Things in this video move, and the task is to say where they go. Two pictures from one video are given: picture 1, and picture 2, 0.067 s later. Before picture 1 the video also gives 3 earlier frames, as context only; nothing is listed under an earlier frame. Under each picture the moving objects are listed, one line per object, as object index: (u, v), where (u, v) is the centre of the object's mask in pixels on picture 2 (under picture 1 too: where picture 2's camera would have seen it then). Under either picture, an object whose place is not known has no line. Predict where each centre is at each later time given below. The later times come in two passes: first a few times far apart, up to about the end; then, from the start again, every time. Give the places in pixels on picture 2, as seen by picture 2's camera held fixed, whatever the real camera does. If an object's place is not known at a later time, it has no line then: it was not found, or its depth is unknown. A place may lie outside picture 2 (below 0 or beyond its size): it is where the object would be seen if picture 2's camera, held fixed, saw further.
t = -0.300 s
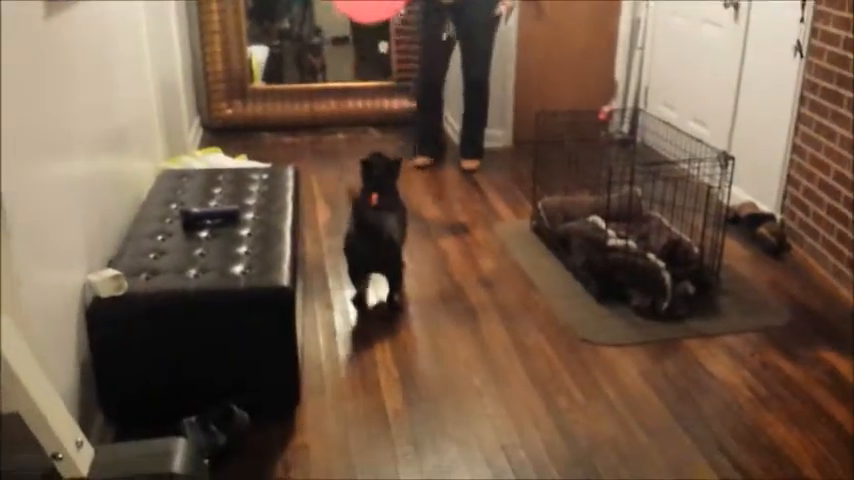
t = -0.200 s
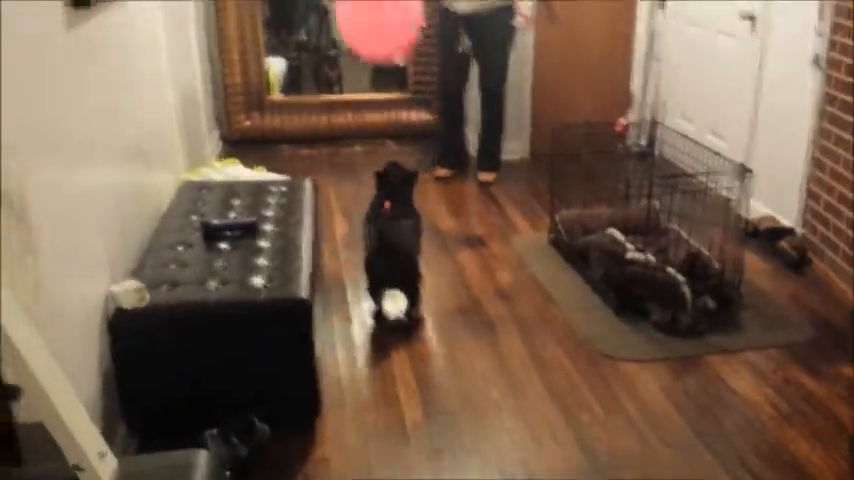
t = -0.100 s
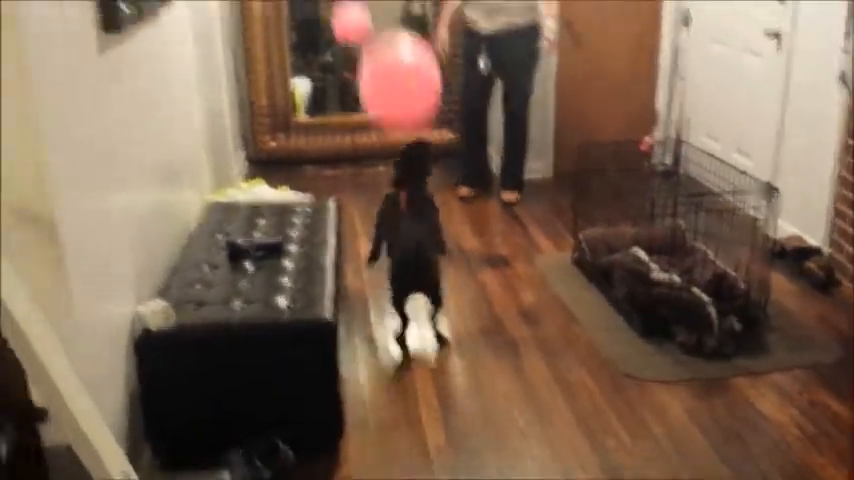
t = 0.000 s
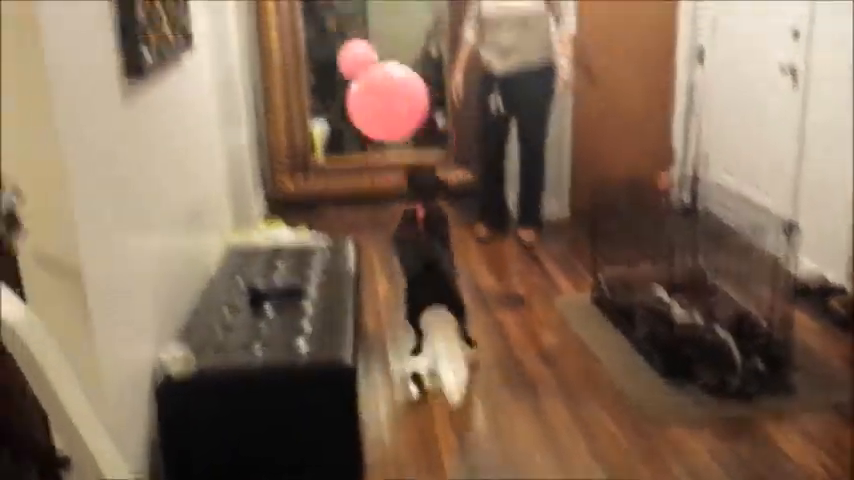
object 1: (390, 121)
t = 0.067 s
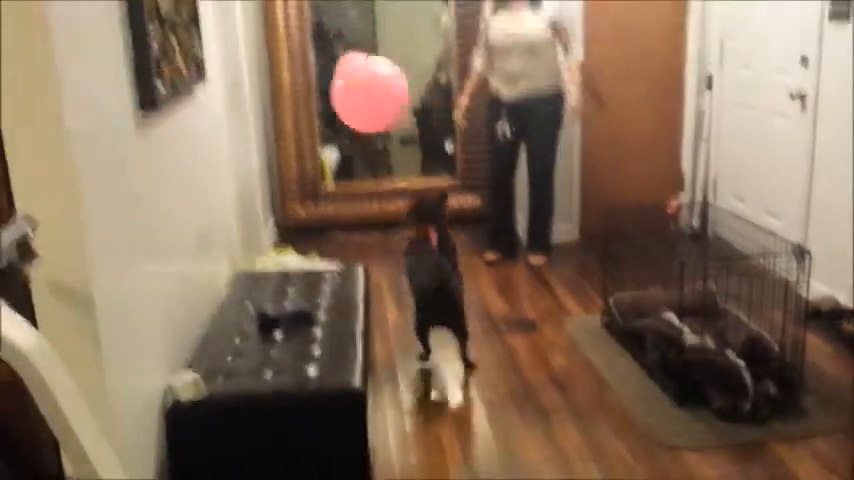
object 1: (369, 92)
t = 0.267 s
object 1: (307, 52)
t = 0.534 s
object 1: (310, 81)
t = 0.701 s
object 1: (359, 126)
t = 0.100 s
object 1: (357, 81)
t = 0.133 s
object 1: (346, 71)
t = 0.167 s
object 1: (335, 63)
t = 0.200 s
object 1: (326, 58)
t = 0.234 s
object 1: (317, 54)
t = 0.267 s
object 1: (307, 52)
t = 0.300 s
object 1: (300, 52)
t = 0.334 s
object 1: (293, 54)
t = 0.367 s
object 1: (287, 57)
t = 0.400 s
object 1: (279, 61)
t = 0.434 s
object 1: (275, 66)
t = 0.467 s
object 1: (287, 70)
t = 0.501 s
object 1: (296, 73)
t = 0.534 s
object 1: (310, 81)
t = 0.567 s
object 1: (321, 87)
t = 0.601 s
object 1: (331, 94)
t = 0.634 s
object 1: (340, 104)
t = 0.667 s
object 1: (351, 115)
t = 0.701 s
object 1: (359, 126)
